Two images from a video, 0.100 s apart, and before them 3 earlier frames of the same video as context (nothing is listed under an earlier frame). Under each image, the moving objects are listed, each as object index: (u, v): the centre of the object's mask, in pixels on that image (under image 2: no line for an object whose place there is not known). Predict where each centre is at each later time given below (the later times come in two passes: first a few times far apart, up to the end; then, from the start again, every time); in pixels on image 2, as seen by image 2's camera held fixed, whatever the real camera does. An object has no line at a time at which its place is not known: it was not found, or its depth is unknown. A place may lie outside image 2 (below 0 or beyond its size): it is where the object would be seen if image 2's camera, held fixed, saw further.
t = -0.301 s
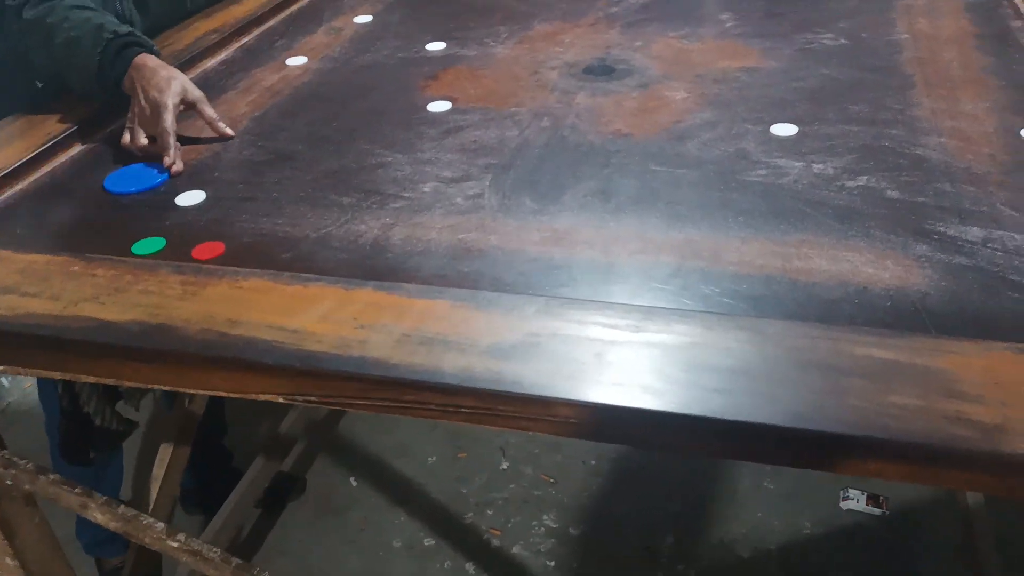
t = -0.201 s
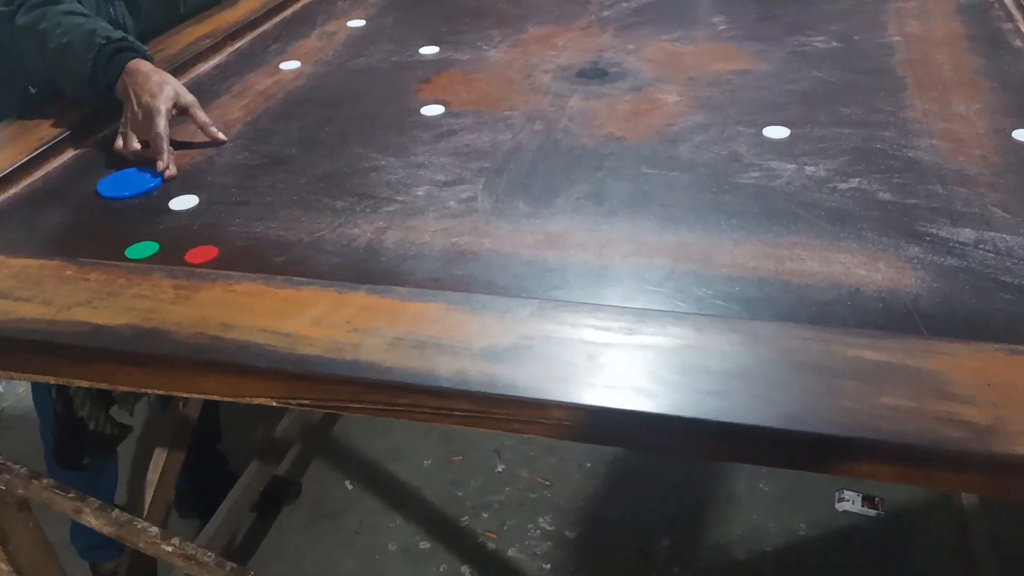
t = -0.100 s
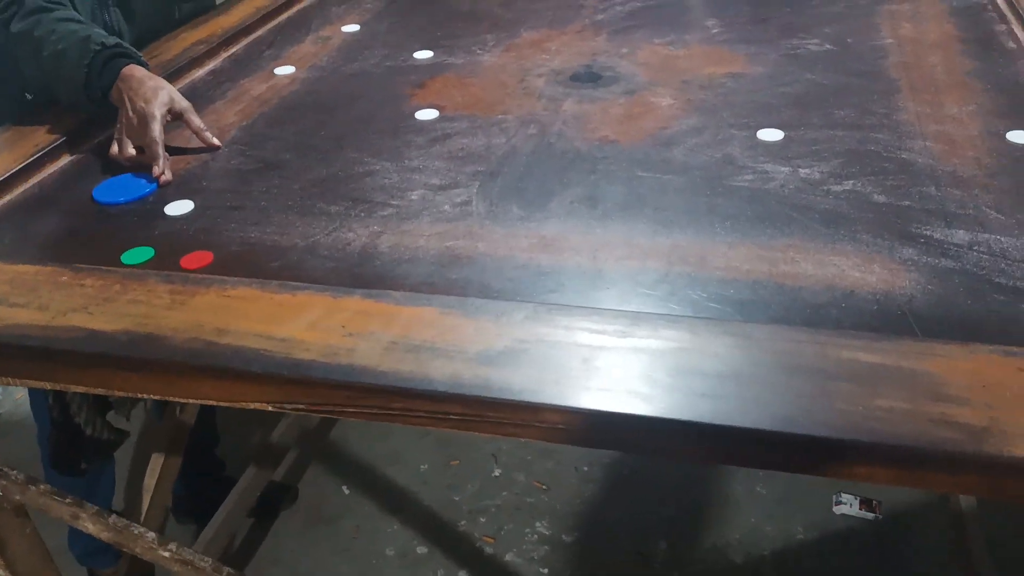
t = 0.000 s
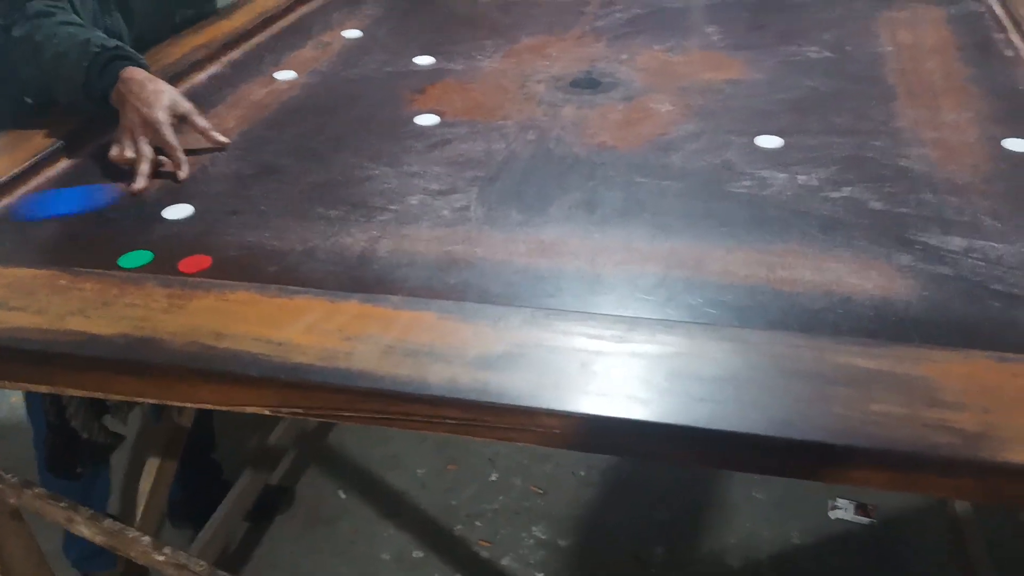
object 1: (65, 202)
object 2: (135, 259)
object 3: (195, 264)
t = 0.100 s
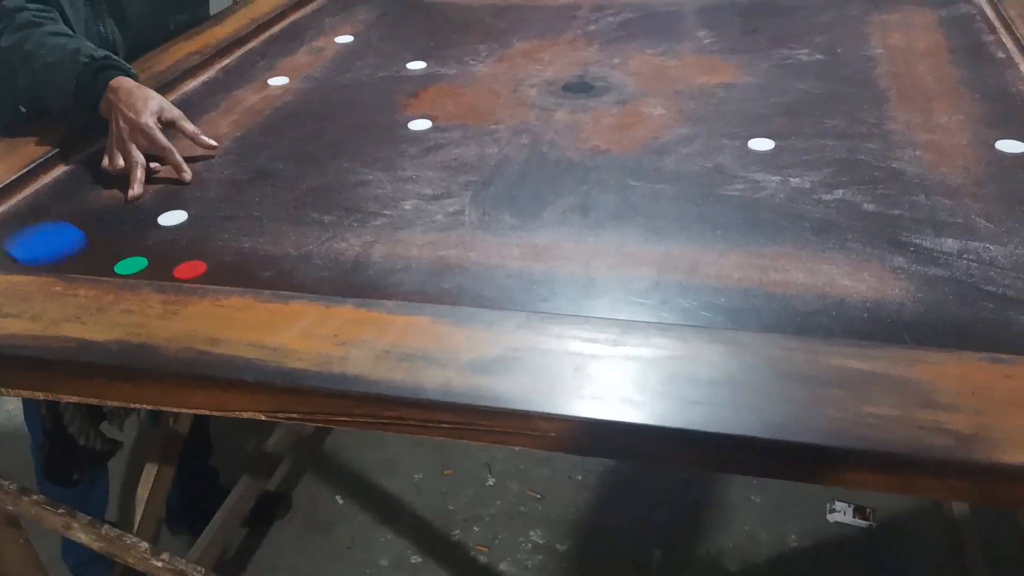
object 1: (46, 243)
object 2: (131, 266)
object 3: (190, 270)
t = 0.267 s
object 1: (168, 256)
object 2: (263, 246)
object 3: (288, 281)
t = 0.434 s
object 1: (299, 230)
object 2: (497, 207)
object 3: (503, 302)
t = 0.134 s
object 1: (64, 255)
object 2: (130, 266)
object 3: (190, 270)
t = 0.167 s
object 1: (82, 262)
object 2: (130, 265)
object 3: (190, 270)
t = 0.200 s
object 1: (114, 263)
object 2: (171, 262)
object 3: (208, 272)
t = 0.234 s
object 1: (140, 261)
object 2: (212, 254)
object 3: (247, 276)
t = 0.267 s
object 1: (168, 256)
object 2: (263, 246)
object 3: (288, 281)
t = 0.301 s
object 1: (195, 251)
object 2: (314, 238)
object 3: (331, 285)
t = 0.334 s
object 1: (221, 245)
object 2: (360, 229)
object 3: (371, 290)
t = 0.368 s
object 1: (248, 241)
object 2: (407, 221)
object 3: (416, 294)
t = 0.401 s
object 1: (274, 235)
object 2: (453, 214)
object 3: (458, 298)
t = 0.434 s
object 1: (299, 230)
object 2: (497, 207)
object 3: (503, 302)
